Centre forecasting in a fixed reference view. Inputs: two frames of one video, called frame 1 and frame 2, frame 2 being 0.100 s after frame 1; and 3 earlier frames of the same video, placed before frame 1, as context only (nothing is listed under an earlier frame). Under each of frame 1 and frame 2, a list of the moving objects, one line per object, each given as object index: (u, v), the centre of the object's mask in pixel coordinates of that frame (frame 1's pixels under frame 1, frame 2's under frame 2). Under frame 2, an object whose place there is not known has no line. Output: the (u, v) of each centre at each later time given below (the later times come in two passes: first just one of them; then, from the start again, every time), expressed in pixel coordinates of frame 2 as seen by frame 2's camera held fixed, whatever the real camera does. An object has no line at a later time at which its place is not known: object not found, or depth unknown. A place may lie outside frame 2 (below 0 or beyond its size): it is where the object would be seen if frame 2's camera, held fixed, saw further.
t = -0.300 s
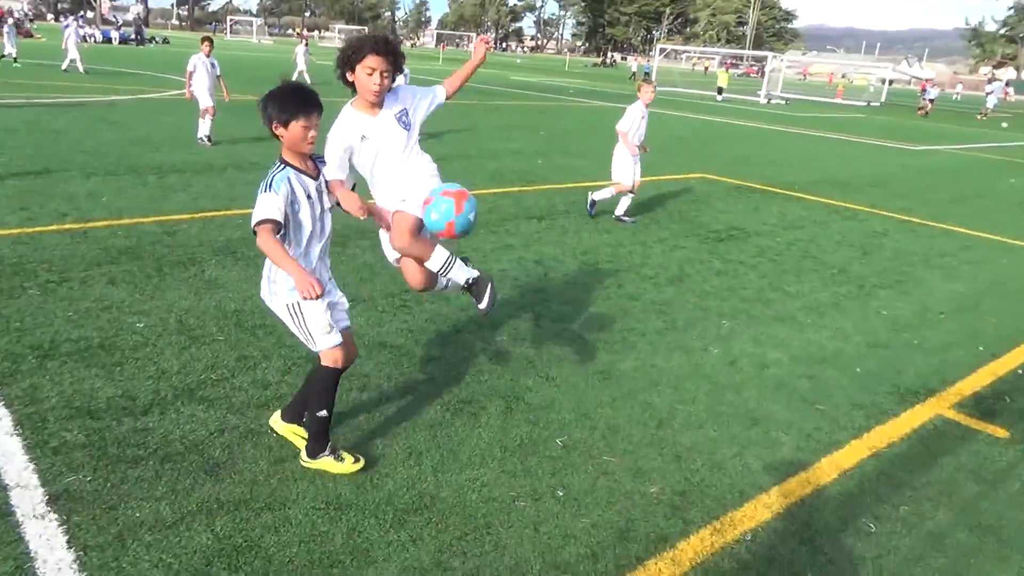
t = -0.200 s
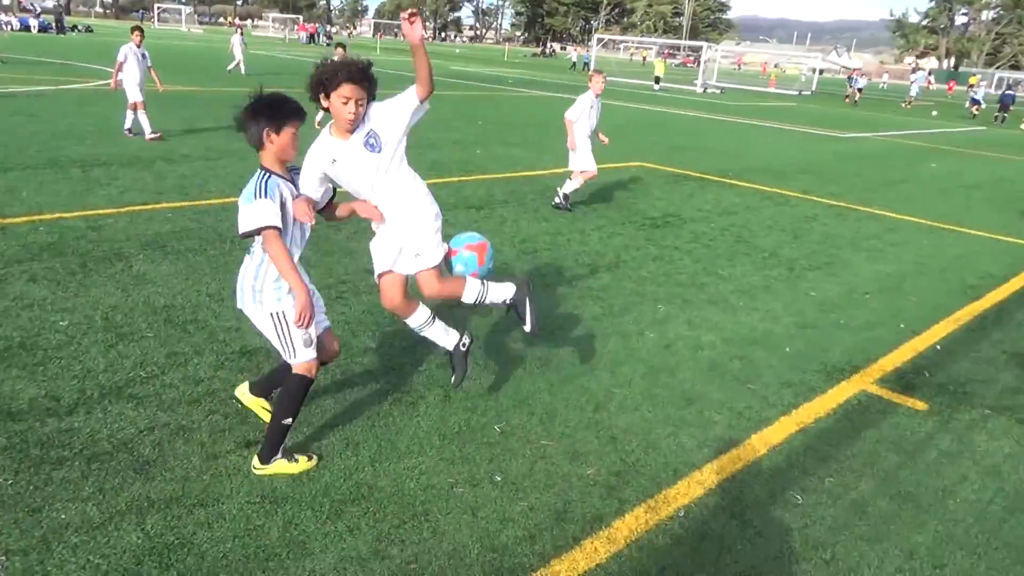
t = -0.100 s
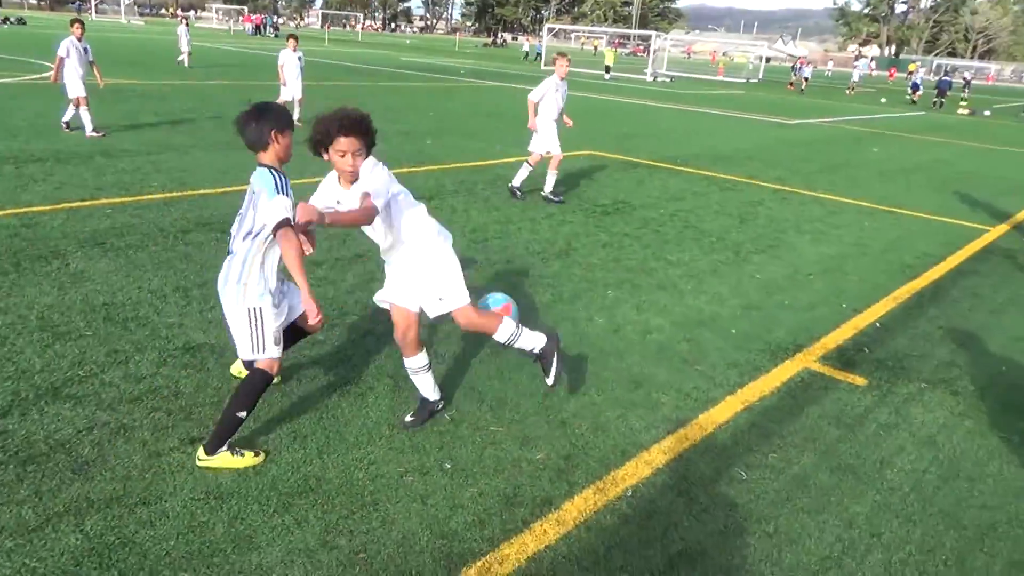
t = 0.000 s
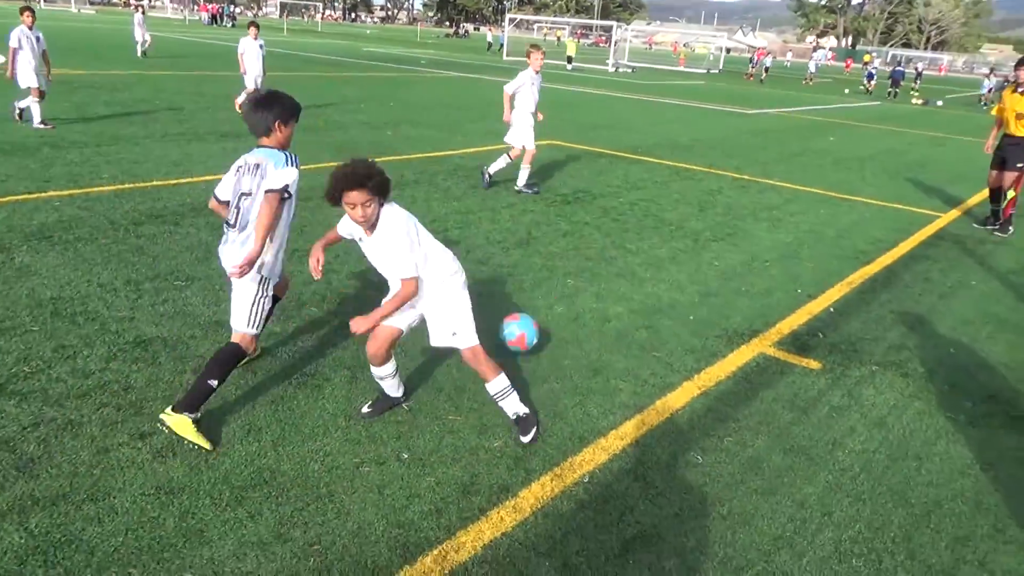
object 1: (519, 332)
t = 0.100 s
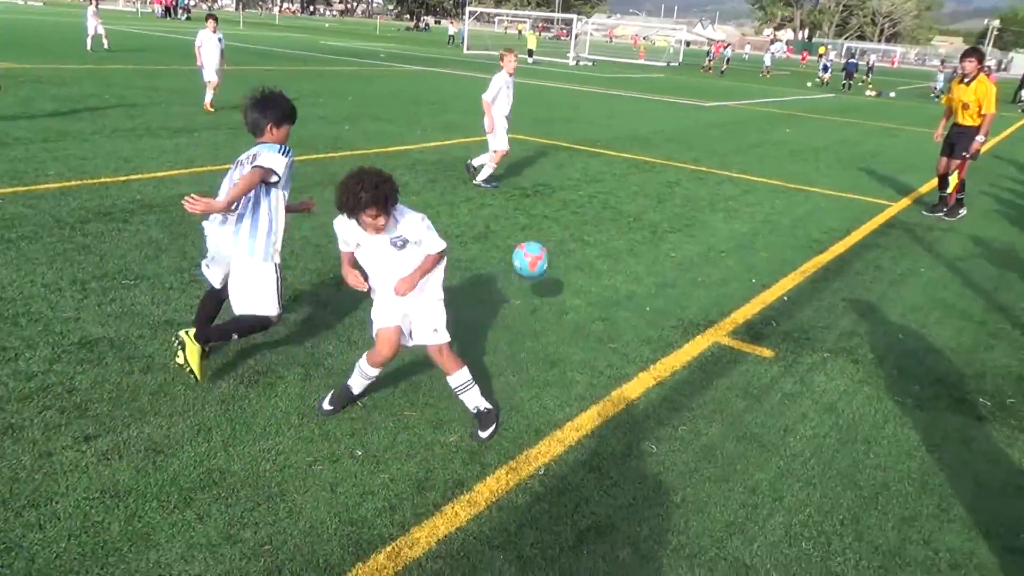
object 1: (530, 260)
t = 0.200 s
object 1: (575, 219)
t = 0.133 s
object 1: (546, 243)
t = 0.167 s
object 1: (561, 230)
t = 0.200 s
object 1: (575, 219)
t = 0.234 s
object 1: (588, 210)
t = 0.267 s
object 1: (600, 204)
